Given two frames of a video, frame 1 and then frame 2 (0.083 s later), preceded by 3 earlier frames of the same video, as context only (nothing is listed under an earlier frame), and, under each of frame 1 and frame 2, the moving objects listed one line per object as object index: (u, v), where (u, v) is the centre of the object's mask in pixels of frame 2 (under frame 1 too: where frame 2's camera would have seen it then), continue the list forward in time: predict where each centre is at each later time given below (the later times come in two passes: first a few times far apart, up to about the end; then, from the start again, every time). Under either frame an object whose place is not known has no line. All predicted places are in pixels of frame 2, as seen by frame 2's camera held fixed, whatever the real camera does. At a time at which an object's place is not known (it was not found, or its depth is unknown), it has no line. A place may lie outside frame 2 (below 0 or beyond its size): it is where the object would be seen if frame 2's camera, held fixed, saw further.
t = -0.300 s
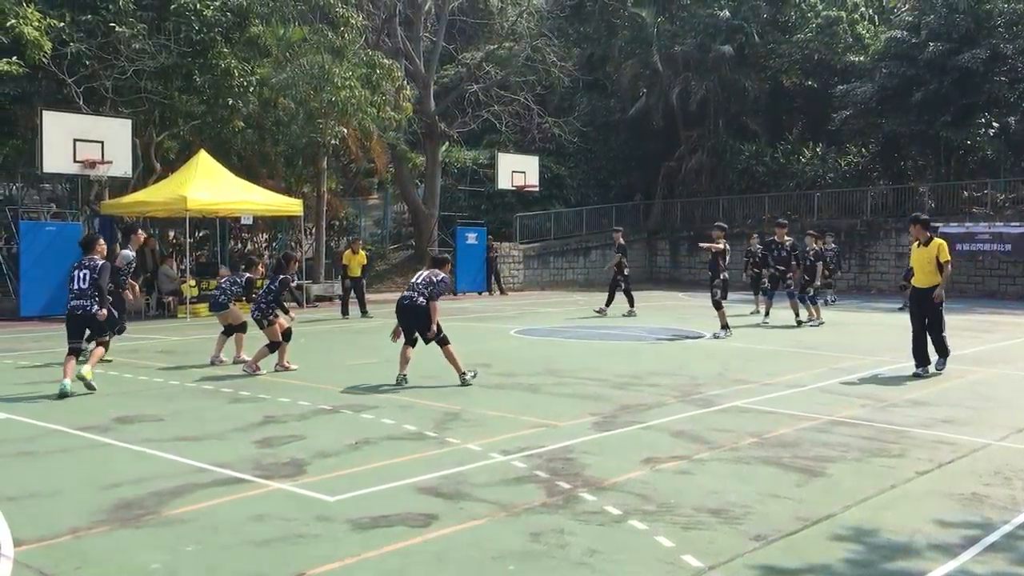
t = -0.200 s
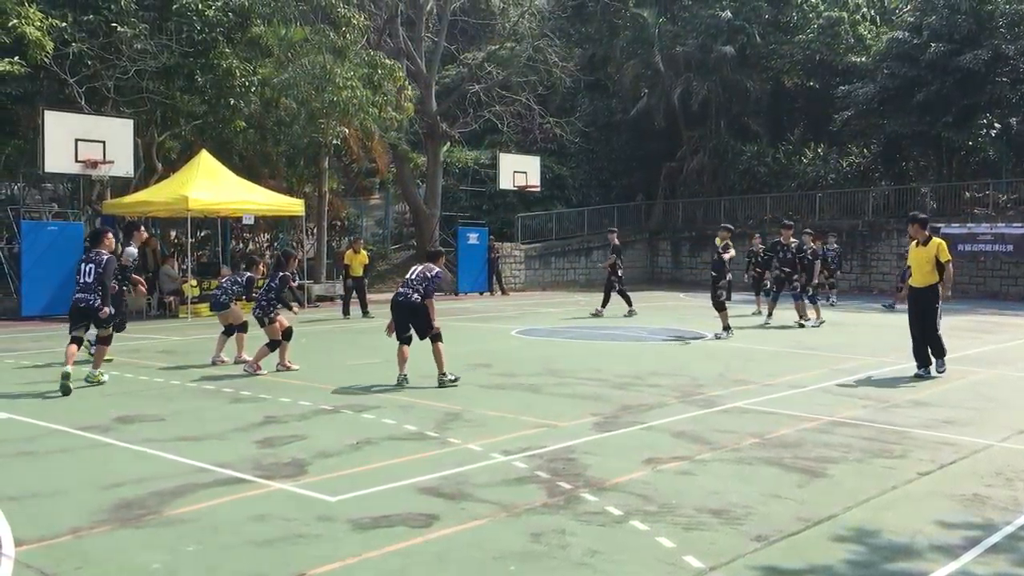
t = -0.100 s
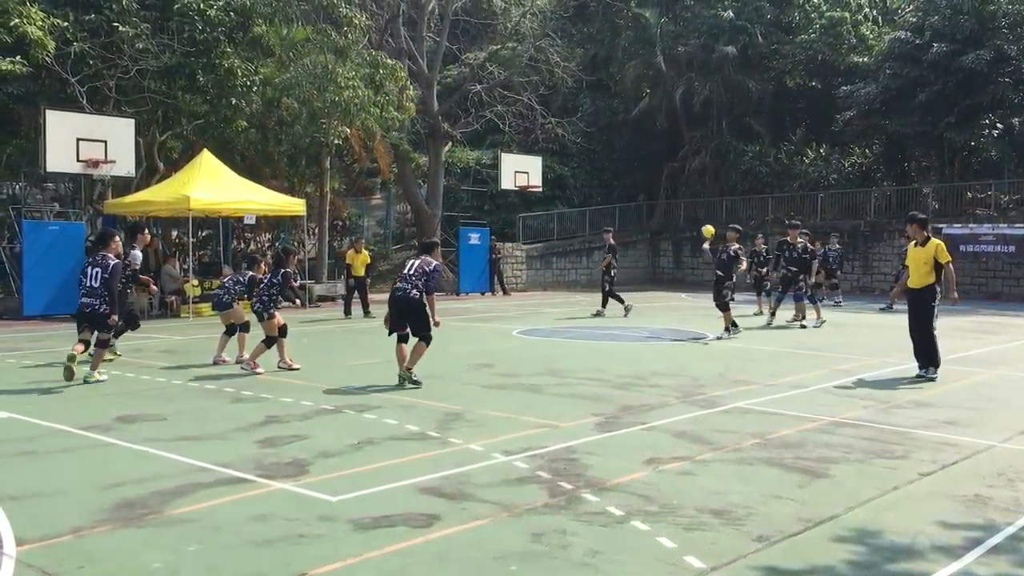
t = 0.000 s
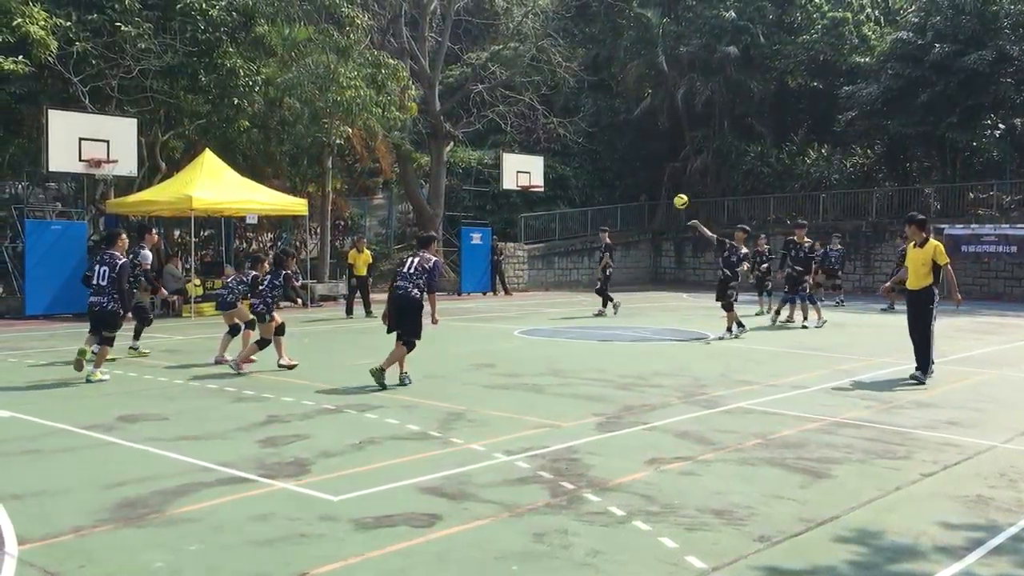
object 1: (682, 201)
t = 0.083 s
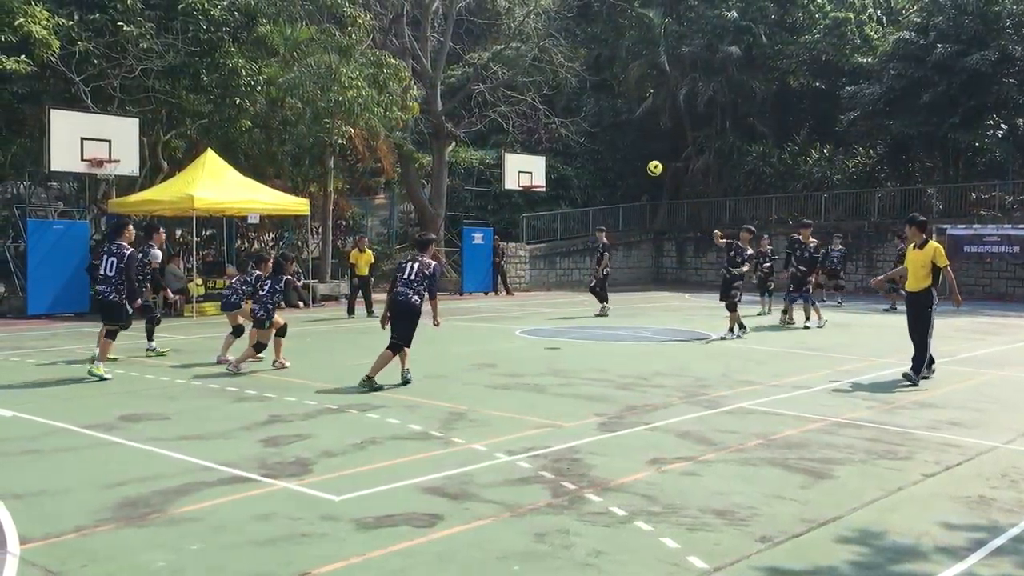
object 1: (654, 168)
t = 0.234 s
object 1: (597, 112)
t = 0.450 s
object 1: (497, 46)
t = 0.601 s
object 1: (410, 14)
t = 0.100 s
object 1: (648, 161)
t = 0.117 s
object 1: (642, 155)
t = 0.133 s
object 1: (636, 149)
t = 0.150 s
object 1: (630, 142)
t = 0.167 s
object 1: (623, 136)
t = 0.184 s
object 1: (617, 130)
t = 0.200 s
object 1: (610, 124)
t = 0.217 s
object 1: (604, 119)
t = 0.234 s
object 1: (597, 112)
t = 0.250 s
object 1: (591, 107)
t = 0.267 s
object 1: (584, 101)
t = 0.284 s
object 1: (576, 95)
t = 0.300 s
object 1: (569, 90)
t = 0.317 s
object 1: (561, 85)
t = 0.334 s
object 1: (554, 80)
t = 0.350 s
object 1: (546, 74)
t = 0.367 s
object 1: (538, 69)
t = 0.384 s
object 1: (530, 65)
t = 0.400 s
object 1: (522, 60)
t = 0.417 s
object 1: (513, 55)
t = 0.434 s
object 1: (505, 51)
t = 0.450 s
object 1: (497, 46)
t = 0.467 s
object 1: (488, 42)
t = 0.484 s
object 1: (479, 39)
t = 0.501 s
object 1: (469, 34)
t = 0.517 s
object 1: (460, 31)
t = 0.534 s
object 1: (450, 27)
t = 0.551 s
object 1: (440, 22)
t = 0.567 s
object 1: (431, 20)
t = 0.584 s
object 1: (420, 17)
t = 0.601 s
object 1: (410, 14)
